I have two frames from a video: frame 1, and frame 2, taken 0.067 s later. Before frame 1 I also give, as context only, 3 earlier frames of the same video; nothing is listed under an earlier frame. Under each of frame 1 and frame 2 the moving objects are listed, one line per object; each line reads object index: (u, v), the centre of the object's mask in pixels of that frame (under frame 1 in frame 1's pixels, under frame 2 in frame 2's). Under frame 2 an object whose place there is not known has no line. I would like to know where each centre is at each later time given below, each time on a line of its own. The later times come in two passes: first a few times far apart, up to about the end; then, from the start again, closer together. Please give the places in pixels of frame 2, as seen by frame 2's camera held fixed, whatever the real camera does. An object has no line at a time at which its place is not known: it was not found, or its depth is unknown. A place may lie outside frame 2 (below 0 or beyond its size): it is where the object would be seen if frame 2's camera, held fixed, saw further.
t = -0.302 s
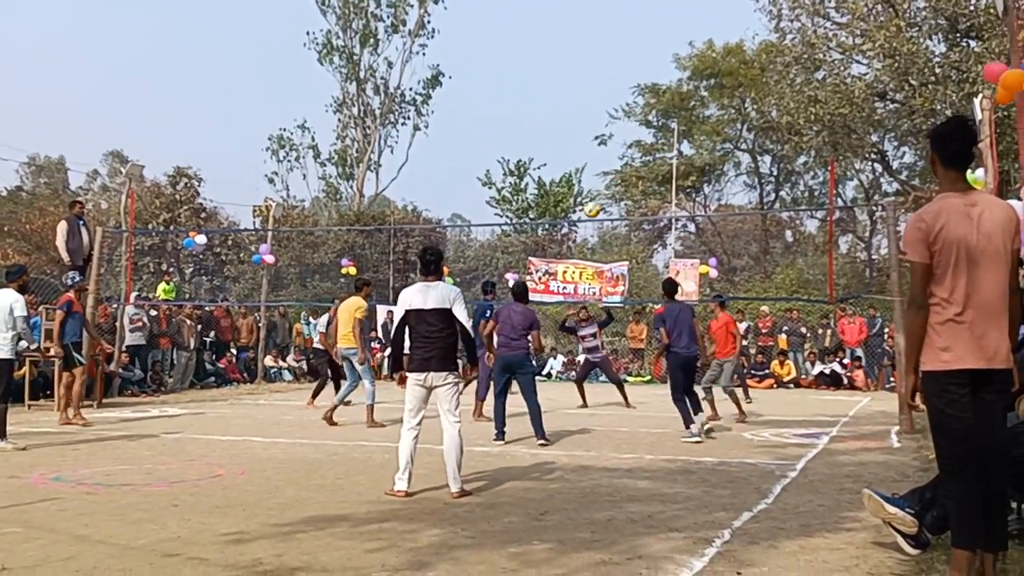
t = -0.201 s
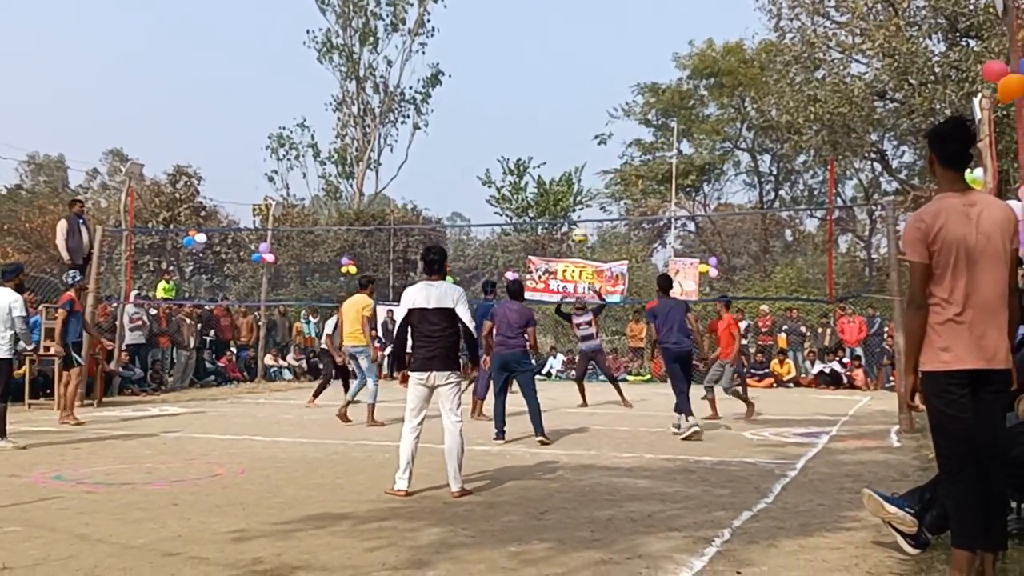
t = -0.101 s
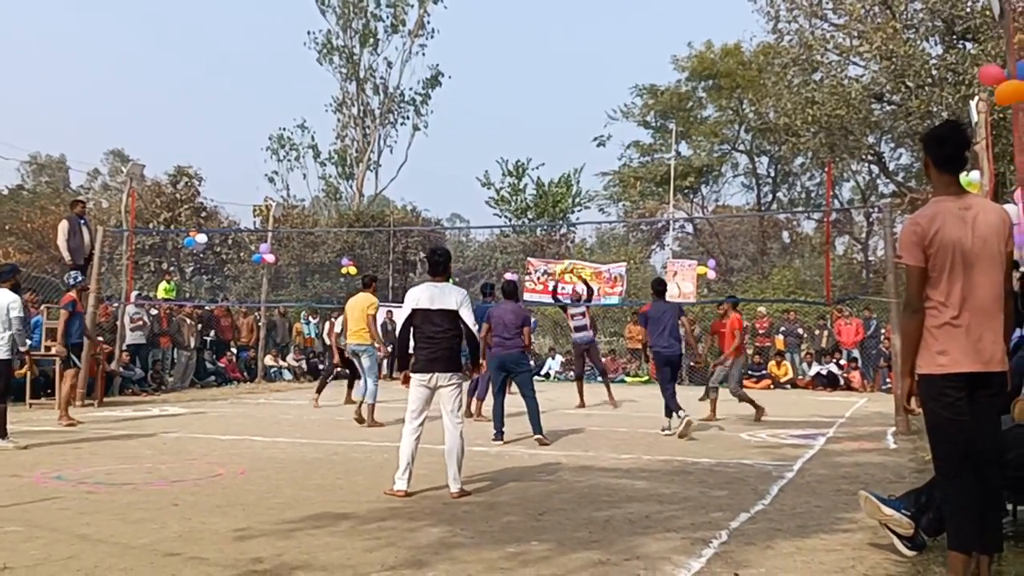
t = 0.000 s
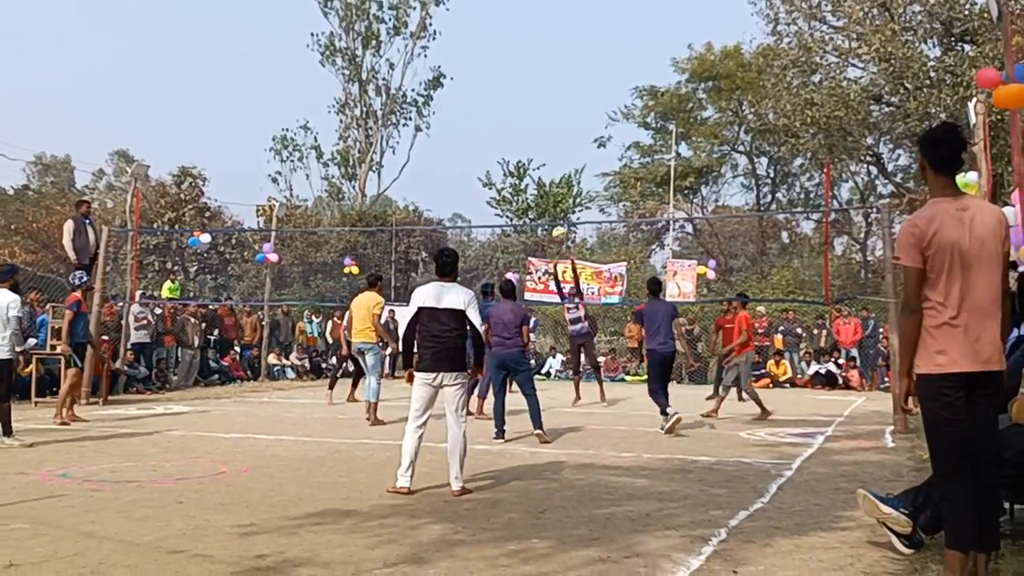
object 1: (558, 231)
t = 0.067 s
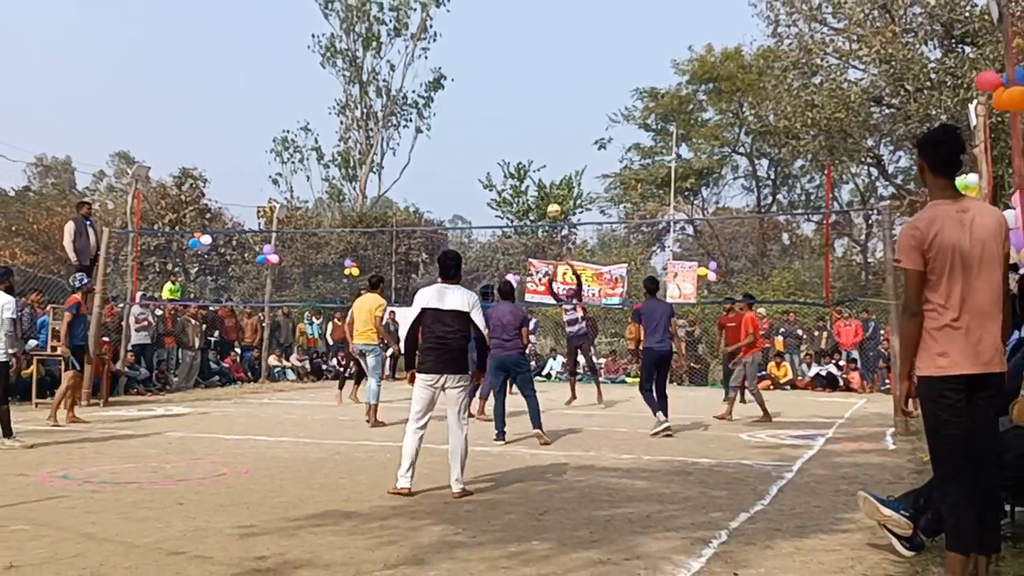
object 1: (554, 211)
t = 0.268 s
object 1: (536, 154)
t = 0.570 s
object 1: (509, 116)
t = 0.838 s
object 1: (485, 134)
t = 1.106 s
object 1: (459, 206)
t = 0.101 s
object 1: (550, 199)
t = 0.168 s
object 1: (545, 180)
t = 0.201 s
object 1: (542, 170)
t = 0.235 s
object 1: (539, 162)
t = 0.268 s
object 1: (536, 154)
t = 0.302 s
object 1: (533, 146)
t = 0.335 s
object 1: (530, 140)
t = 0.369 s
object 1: (527, 134)
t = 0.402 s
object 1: (524, 129)
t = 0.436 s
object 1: (521, 125)
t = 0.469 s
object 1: (518, 122)
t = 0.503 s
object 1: (515, 119)
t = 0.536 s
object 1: (512, 117)
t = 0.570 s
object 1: (509, 116)
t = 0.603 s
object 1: (505, 115)
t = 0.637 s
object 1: (502, 116)
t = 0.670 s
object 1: (500, 117)
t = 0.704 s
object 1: (496, 118)
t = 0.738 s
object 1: (493, 121)
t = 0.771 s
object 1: (490, 126)
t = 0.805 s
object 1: (487, 130)
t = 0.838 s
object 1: (485, 134)
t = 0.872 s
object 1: (481, 140)
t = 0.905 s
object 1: (478, 147)
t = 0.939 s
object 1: (475, 155)
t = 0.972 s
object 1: (472, 164)
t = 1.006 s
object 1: (469, 173)
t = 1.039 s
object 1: (465, 183)
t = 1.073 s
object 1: (463, 194)
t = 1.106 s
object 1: (459, 206)
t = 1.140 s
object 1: (456, 218)
